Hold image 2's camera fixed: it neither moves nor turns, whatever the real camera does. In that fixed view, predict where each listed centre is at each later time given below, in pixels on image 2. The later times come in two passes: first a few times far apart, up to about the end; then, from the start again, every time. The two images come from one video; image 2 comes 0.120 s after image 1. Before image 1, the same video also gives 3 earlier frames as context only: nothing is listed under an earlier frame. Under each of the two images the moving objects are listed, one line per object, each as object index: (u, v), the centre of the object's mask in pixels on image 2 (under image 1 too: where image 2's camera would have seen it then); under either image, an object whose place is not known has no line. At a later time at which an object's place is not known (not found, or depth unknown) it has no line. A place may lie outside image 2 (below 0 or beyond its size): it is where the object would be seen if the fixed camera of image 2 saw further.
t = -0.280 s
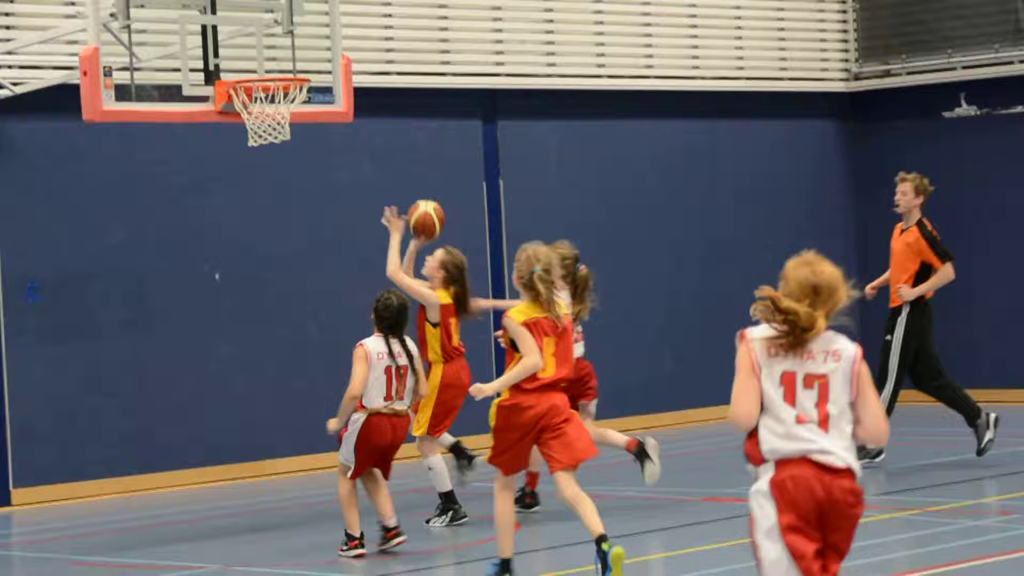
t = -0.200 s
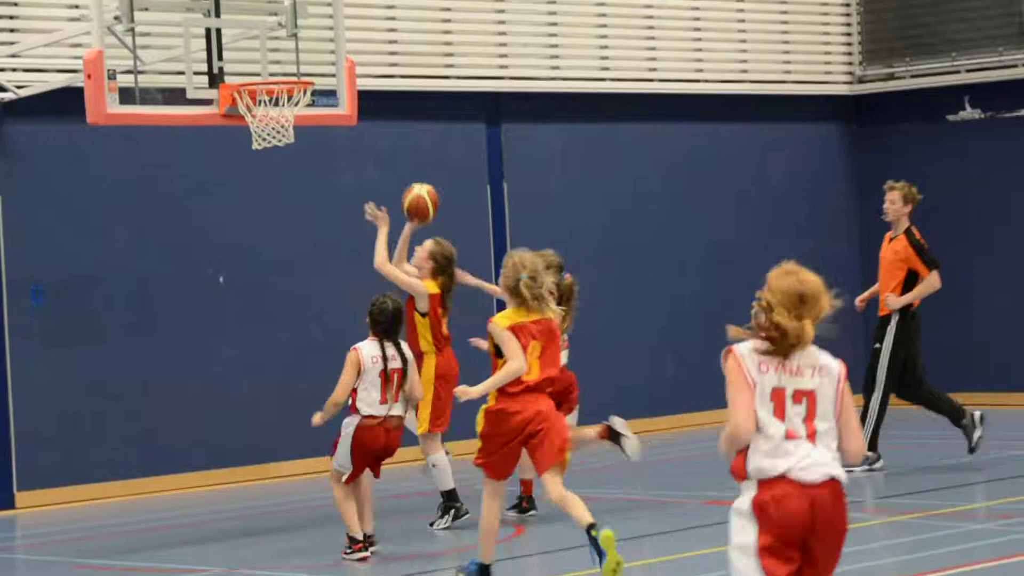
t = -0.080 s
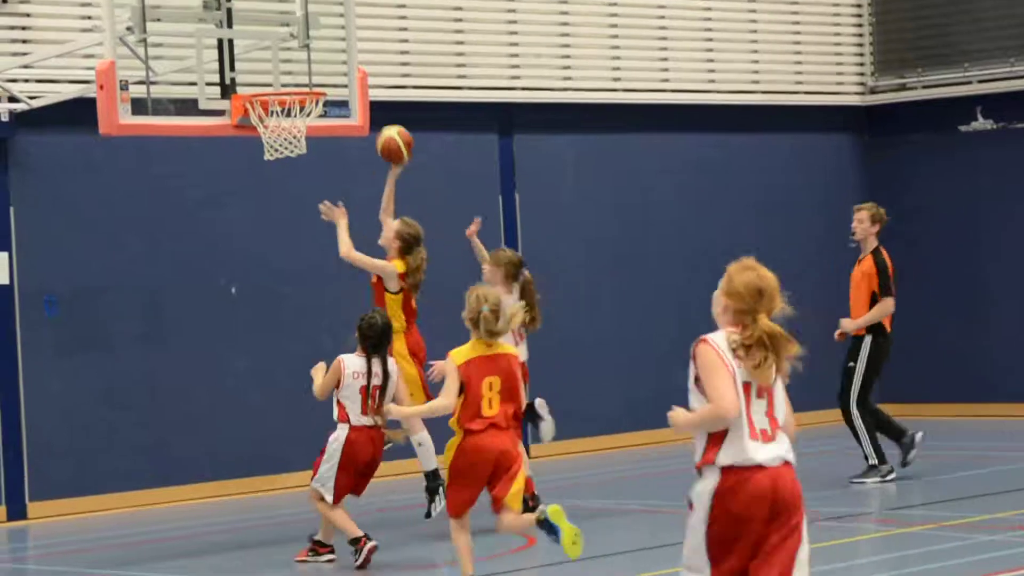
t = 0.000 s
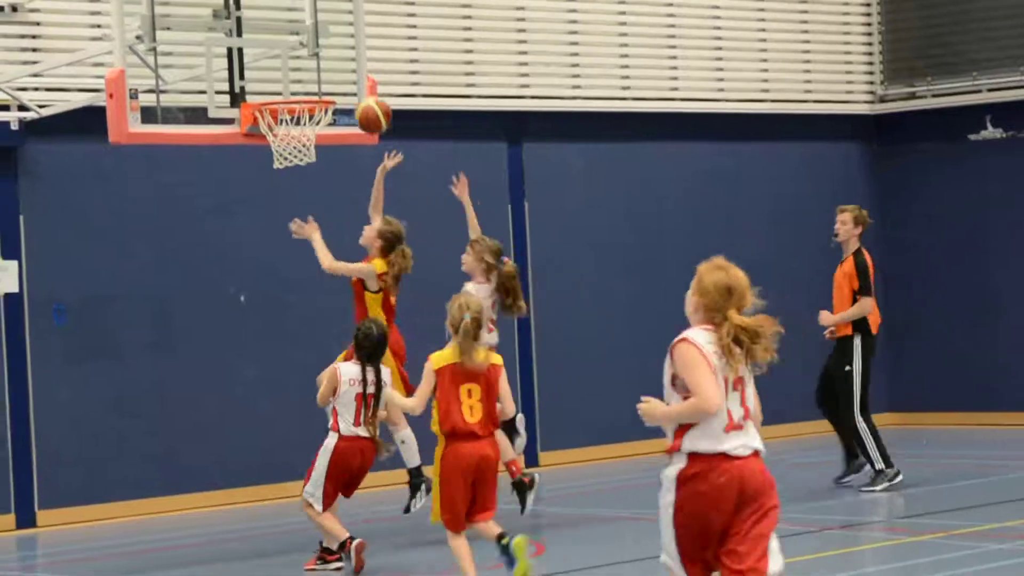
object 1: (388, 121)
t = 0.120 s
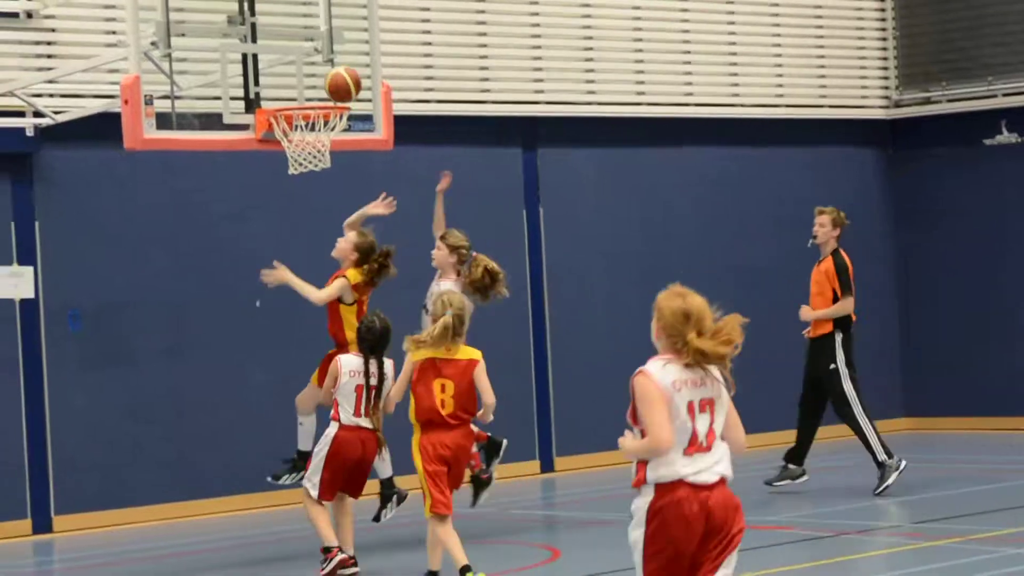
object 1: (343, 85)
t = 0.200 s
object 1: (324, 74)
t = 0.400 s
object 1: (338, 90)
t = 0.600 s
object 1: (330, 89)
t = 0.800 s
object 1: (302, 105)
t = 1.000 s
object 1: (293, 145)
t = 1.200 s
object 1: (312, 178)
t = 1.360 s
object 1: (332, 238)
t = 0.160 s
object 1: (329, 78)
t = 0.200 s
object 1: (324, 74)
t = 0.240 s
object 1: (326, 72)
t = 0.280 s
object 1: (328, 73)
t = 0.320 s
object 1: (331, 76)
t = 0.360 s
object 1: (335, 83)
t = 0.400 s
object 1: (338, 90)
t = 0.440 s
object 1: (337, 86)
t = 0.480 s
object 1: (335, 84)
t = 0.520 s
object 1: (334, 83)
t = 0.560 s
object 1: (332, 86)
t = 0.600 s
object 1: (330, 89)
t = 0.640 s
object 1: (327, 91)
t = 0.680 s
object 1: (321, 91)
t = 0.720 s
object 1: (315, 92)
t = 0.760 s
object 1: (310, 94)
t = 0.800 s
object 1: (302, 105)
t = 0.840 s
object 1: (299, 110)
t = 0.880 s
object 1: (296, 118)
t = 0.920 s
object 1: (295, 131)
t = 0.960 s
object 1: (293, 138)
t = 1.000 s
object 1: (293, 145)
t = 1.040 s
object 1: (294, 151)
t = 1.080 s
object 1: (299, 159)
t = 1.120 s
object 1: (304, 168)
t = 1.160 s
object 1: (307, 173)
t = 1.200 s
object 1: (312, 178)
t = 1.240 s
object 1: (317, 187)
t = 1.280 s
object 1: (322, 202)
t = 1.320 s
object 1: (327, 219)
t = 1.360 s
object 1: (332, 238)
